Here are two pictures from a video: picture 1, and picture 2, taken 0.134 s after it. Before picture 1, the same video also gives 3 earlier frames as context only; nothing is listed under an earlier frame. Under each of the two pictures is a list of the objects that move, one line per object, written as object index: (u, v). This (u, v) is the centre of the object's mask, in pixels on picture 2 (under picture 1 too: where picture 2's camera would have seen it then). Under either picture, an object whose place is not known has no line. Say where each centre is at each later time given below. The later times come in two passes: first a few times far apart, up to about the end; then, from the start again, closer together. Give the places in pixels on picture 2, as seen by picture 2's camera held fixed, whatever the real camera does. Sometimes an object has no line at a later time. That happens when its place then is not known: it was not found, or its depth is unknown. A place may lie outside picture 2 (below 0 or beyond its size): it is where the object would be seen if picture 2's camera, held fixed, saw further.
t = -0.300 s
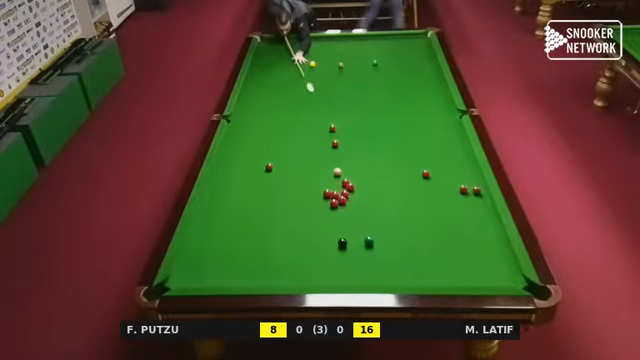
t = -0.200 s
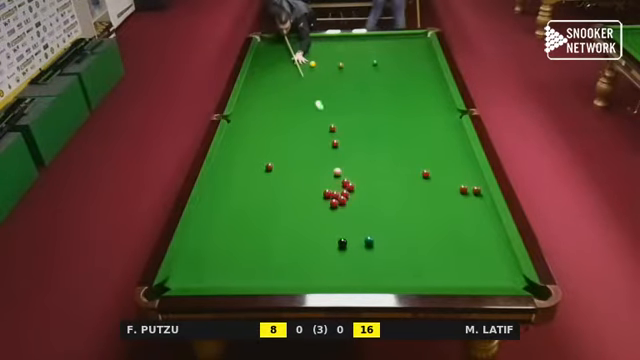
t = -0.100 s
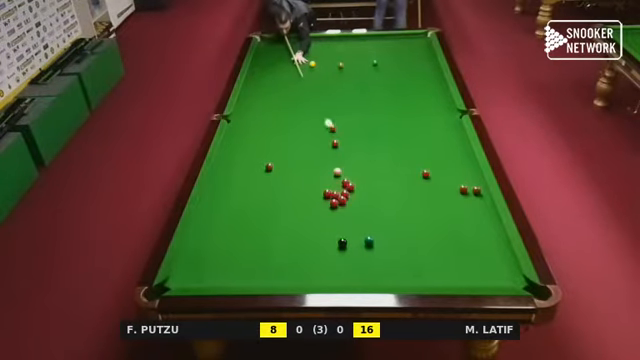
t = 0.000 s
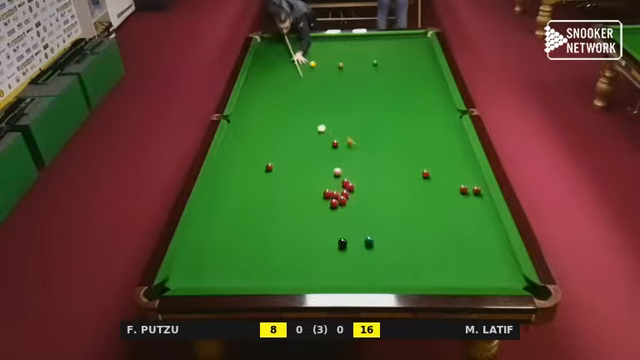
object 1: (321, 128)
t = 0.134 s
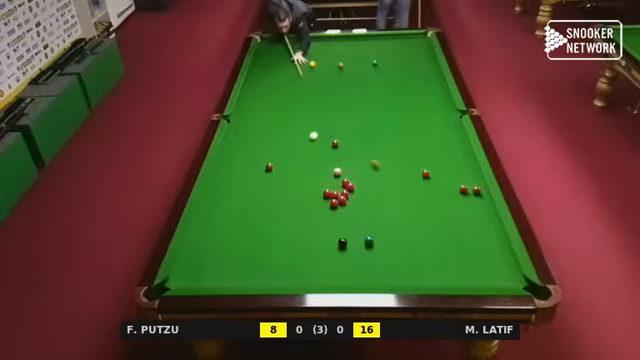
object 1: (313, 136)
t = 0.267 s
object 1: (306, 145)
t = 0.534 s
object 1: (292, 164)
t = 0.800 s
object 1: (276, 185)
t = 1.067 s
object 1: (259, 208)
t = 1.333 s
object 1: (240, 233)
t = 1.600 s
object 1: (219, 259)
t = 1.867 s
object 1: (199, 280)
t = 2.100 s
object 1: (194, 262)
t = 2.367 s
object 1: (189, 244)
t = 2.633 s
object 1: (197, 230)
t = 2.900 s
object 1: (206, 219)
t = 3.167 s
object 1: (214, 209)
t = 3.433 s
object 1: (222, 201)
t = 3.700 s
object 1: (228, 193)
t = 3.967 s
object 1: (233, 187)
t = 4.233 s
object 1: (238, 181)
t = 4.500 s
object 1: (242, 176)
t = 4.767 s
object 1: (246, 172)
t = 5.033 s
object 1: (249, 169)
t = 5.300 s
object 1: (251, 166)
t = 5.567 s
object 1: (253, 164)
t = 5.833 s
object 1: (255, 162)
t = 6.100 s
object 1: (255, 161)
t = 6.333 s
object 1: (256, 160)
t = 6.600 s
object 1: (256, 160)
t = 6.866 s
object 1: (256, 160)
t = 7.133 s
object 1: (256, 160)
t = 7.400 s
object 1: (256, 160)
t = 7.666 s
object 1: (256, 160)
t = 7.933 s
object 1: (256, 160)
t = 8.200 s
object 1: (256, 160)
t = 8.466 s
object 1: (256, 160)
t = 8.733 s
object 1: (256, 160)
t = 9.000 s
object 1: (256, 160)
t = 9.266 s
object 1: (256, 160)
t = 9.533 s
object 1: (256, 160)
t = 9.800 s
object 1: (256, 160)
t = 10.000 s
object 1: (256, 160)
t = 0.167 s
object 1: (311, 138)
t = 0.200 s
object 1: (310, 140)
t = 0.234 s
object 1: (308, 142)
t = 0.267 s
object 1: (306, 145)
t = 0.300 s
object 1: (305, 147)
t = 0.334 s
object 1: (303, 150)
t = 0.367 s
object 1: (301, 152)
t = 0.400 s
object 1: (299, 154)
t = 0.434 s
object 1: (297, 157)
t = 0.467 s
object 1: (296, 159)
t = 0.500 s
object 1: (294, 161)
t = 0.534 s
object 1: (292, 164)
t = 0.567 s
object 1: (290, 167)
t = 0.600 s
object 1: (288, 169)
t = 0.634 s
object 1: (286, 172)
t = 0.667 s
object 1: (284, 175)
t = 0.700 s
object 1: (282, 177)
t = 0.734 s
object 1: (280, 180)
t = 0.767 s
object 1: (278, 182)
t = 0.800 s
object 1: (276, 185)
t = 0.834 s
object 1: (274, 188)
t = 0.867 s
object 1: (272, 190)
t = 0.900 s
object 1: (270, 193)
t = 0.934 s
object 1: (268, 196)
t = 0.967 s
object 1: (266, 199)
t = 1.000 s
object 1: (263, 202)
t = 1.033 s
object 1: (261, 205)
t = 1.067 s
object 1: (259, 208)
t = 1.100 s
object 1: (257, 211)
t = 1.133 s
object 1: (254, 214)
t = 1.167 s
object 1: (252, 216)
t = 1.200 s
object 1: (250, 220)
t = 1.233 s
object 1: (247, 223)
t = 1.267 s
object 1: (245, 226)
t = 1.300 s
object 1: (243, 229)
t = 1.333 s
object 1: (240, 233)
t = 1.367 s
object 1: (237, 236)
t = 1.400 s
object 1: (235, 239)
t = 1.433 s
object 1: (232, 242)
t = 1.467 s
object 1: (230, 246)
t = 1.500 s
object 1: (227, 249)
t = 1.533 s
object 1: (224, 252)
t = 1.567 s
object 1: (222, 256)
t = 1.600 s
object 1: (219, 259)
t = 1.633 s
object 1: (216, 263)
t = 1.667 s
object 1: (213, 267)
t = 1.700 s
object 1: (210, 270)
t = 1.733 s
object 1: (207, 274)
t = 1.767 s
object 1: (204, 277)
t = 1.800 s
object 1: (202, 280)
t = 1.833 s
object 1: (200, 281)
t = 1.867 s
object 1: (199, 280)
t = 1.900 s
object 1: (198, 278)
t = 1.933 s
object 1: (196, 276)
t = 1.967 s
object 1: (197, 272)
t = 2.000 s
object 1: (196, 269)
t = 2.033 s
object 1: (196, 267)
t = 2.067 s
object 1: (195, 264)
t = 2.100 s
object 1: (194, 262)
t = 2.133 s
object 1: (193, 259)
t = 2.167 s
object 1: (193, 257)
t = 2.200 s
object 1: (192, 255)
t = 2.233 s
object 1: (192, 253)
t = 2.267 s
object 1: (191, 250)
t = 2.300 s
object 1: (190, 248)
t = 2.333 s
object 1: (190, 246)
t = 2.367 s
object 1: (189, 244)
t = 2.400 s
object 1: (189, 242)
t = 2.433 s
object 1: (188, 240)
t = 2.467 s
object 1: (190, 238)
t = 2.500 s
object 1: (191, 236)
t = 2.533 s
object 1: (192, 235)
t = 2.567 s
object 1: (194, 233)
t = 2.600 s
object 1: (195, 232)
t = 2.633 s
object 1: (197, 230)
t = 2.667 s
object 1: (198, 229)
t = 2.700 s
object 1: (199, 227)
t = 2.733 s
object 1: (200, 226)
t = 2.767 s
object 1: (201, 224)
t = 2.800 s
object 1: (203, 223)
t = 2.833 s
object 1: (204, 222)
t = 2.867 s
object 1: (205, 220)
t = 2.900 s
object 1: (206, 219)
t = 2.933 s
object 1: (207, 218)
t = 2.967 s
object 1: (208, 216)
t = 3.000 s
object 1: (210, 215)
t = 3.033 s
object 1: (210, 214)
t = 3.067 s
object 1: (211, 212)
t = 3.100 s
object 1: (213, 211)
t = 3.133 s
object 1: (214, 210)
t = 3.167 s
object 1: (214, 209)
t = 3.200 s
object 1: (216, 208)
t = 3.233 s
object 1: (217, 207)
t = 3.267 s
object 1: (217, 205)
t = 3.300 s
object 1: (218, 205)
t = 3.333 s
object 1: (219, 204)
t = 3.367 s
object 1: (220, 203)
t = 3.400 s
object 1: (221, 202)
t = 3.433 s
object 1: (222, 201)
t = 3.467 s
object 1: (222, 199)
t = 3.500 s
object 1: (223, 199)
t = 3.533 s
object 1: (224, 198)
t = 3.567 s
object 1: (225, 197)
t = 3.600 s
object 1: (225, 196)
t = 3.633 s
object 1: (226, 195)
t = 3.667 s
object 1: (227, 194)
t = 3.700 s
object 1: (228, 193)
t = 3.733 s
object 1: (229, 192)
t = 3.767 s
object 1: (229, 192)
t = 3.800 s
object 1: (230, 190)
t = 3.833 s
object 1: (231, 190)
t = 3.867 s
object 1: (231, 189)
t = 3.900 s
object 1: (232, 188)
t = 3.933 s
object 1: (233, 187)
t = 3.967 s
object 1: (233, 187)
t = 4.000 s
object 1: (234, 186)
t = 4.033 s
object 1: (235, 185)
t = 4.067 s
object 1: (235, 184)
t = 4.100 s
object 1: (236, 184)
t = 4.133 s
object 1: (236, 183)
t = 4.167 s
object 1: (237, 182)
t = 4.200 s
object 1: (238, 182)
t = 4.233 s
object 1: (238, 181)
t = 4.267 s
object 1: (239, 180)
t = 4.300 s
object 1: (239, 179)
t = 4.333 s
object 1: (240, 179)
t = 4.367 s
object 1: (240, 179)
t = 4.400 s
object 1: (241, 178)
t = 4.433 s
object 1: (241, 177)
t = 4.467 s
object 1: (242, 177)
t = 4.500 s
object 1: (242, 176)
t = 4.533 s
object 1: (243, 176)
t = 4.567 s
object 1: (243, 175)
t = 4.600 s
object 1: (244, 174)
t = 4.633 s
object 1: (244, 174)
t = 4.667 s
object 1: (244, 174)
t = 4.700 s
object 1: (245, 173)
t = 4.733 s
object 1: (245, 173)
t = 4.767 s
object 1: (246, 172)
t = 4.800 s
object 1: (246, 172)
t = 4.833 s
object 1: (246, 171)
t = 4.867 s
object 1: (247, 171)
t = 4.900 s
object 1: (247, 170)
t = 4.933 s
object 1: (247, 170)
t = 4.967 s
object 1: (248, 169)
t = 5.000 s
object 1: (249, 169)
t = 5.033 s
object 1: (249, 169)
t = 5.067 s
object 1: (249, 168)
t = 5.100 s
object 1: (250, 168)
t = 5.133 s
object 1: (250, 168)
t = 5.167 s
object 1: (250, 167)
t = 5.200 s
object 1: (250, 167)
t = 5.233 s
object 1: (250, 167)
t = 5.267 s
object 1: (251, 166)
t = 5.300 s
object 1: (251, 166)
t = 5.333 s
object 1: (252, 166)
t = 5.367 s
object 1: (252, 165)
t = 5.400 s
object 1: (252, 165)
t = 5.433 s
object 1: (252, 165)
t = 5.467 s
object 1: (253, 165)
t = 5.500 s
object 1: (253, 164)
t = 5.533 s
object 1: (253, 164)
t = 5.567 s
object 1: (253, 164)
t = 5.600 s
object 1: (253, 164)
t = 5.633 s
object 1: (254, 163)
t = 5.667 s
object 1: (254, 163)
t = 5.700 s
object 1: (254, 163)
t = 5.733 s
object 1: (254, 163)
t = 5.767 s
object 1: (254, 163)
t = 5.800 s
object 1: (255, 162)
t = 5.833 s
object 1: (255, 162)
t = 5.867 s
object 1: (255, 162)
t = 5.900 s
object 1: (255, 161)
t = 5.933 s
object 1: (255, 161)
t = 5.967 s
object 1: (255, 161)
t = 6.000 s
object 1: (256, 161)
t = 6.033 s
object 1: (255, 161)
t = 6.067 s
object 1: (255, 161)
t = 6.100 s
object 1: (255, 161)
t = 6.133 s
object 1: (256, 161)
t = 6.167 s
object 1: (255, 161)
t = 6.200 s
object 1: (256, 161)
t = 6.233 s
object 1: (256, 161)
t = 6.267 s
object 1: (256, 160)
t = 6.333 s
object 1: (256, 160)
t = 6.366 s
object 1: (256, 160)
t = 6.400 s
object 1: (256, 160)
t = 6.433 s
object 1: (256, 160)
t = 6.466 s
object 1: (256, 160)
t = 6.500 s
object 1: (256, 160)
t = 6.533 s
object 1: (256, 160)
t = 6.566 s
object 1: (256, 160)
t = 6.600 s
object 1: (256, 160)
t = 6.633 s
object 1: (256, 160)
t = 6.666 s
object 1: (256, 160)
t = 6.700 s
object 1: (256, 160)
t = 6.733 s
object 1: (256, 160)
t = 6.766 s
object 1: (256, 160)
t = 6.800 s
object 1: (256, 160)
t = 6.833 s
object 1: (256, 160)
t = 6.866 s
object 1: (256, 160)
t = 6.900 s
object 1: (256, 160)
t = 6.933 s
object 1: (256, 160)
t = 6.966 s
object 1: (256, 160)
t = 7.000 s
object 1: (256, 160)
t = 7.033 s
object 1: (256, 160)
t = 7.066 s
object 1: (256, 160)
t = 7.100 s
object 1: (256, 160)
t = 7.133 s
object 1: (256, 160)
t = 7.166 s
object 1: (256, 160)
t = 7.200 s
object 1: (256, 160)
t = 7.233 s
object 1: (256, 160)
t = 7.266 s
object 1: (256, 160)
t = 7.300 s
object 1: (256, 160)
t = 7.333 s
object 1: (256, 160)
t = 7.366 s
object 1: (256, 160)
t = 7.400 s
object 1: (256, 160)
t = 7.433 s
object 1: (256, 160)
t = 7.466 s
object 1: (256, 160)
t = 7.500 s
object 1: (256, 160)
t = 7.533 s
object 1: (256, 160)
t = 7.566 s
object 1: (256, 160)
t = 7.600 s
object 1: (256, 160)
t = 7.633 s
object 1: (256, 160)
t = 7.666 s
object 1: (256, 160)
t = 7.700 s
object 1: (256, 160)
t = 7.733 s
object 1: (256, 160)
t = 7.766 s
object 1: (256, 160)
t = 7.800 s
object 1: (256, 160)
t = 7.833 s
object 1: (256, 160)
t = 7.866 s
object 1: (256, 160)
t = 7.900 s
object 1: (256, 160)
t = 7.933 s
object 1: (256, 160)
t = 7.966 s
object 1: (256, 160)
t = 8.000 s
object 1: (256, 160)
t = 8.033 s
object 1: (256, 160)
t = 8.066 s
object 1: (256, 160)
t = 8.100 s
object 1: (256, 160)
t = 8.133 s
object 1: (256, 160)
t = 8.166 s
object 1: (256, 160)
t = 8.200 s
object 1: (256, 160)
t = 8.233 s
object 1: (256, 160)
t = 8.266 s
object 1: (256, 160)
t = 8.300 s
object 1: (256, 160)
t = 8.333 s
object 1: (256, 160)
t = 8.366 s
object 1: (256, 160)
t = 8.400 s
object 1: (256, 160)
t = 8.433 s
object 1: (256, 160)
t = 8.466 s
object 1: (256, 160)
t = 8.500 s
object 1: (256, 160)
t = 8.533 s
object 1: (256, 160)
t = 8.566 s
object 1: (256, 160)
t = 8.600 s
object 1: (256, 160)
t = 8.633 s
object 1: (256, 160)
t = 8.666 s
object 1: (256, 160)
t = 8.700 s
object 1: (256, 160)
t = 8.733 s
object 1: (256, 160)
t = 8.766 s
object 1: (256, 160)
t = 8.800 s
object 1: (256, 160)
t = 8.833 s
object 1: (256, 160)
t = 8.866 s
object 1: (256, 160)
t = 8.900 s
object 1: (256, 160)
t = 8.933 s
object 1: (256, 160)
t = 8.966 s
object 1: (256, 160)
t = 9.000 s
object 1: (256, 160)
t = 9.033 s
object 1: (256, 160)
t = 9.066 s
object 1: (256, 160)
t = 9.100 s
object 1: (256, 160)
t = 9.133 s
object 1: (256, 160)
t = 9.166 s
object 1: (256, 160)
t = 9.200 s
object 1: (256, 160)
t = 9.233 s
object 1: (256, 160)
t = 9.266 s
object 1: (256, 160)
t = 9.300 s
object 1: (256, 160)
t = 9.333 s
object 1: (256, 160)
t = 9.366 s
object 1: (256, 160)
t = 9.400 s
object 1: (256, 160)
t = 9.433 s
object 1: (256, 160)
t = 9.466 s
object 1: (256, 160)
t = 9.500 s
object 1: (256, 160)
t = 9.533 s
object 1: (256, 160)
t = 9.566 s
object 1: (256, 160)
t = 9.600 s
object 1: (256, 160)
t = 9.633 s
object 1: (256, 160)
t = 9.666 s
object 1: (256, 160)
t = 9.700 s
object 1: (256, 160)
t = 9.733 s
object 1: (256, 160)
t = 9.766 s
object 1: (256, 160)
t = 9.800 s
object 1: (256, 160)
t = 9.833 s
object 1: (256, 160)
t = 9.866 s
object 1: (256, 160)
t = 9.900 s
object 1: (256, 160)
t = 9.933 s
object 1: (256, 160)
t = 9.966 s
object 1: (256, 160)
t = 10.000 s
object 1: (256, 160)
